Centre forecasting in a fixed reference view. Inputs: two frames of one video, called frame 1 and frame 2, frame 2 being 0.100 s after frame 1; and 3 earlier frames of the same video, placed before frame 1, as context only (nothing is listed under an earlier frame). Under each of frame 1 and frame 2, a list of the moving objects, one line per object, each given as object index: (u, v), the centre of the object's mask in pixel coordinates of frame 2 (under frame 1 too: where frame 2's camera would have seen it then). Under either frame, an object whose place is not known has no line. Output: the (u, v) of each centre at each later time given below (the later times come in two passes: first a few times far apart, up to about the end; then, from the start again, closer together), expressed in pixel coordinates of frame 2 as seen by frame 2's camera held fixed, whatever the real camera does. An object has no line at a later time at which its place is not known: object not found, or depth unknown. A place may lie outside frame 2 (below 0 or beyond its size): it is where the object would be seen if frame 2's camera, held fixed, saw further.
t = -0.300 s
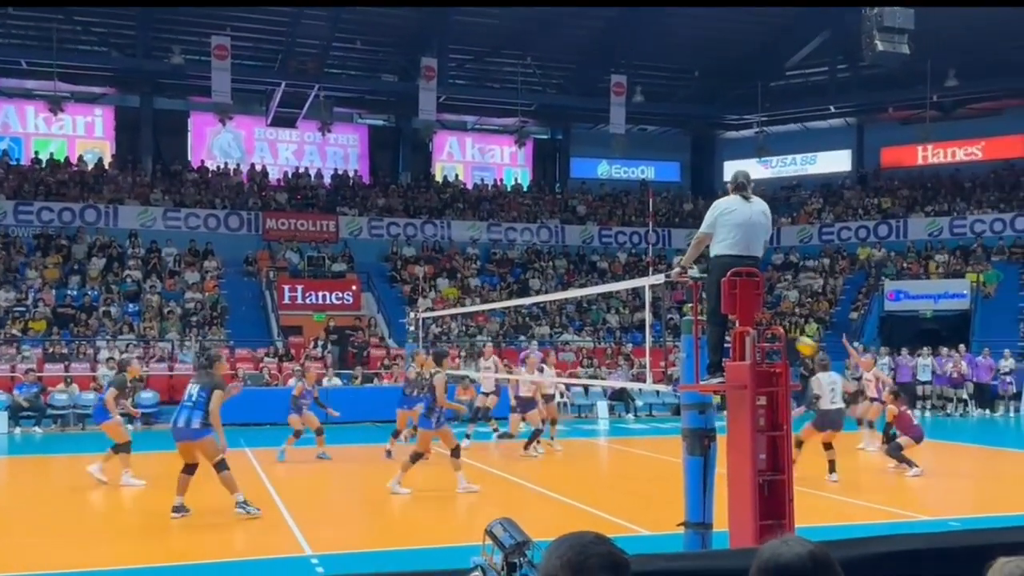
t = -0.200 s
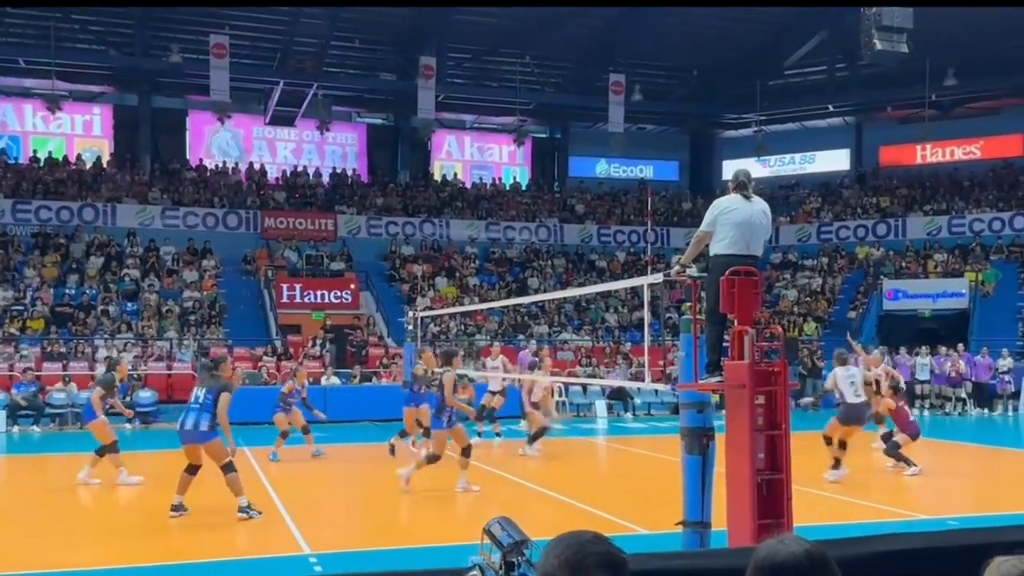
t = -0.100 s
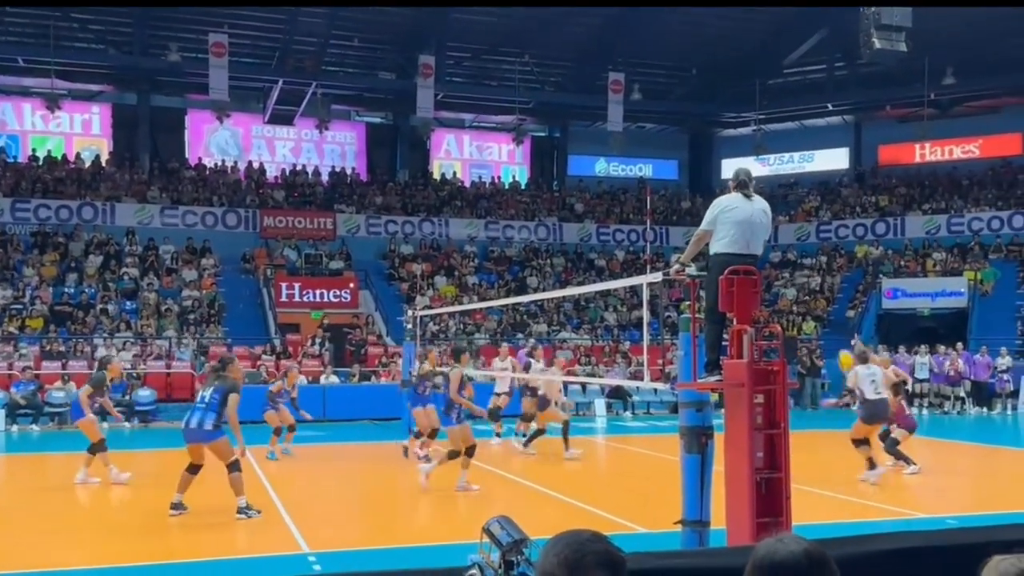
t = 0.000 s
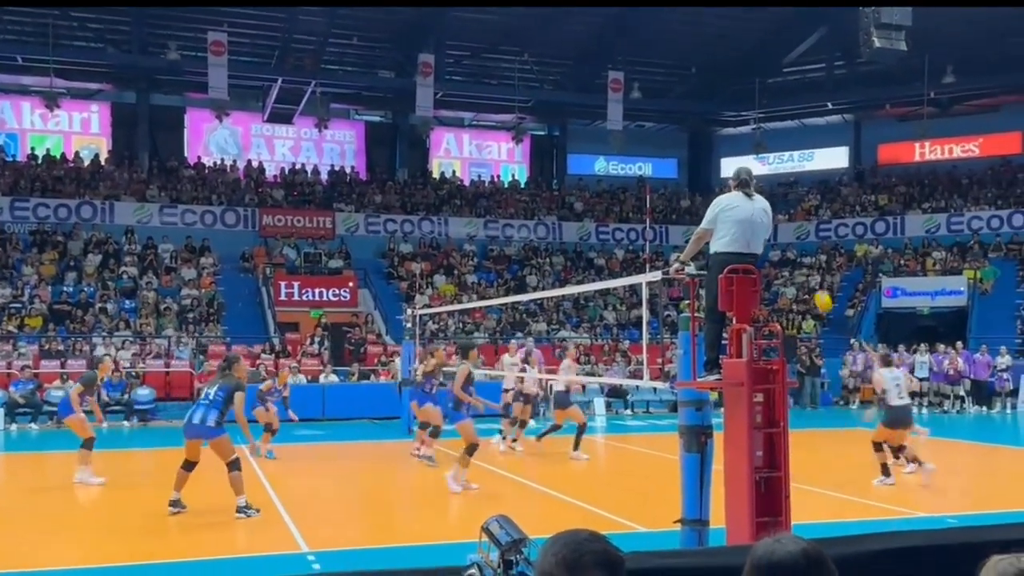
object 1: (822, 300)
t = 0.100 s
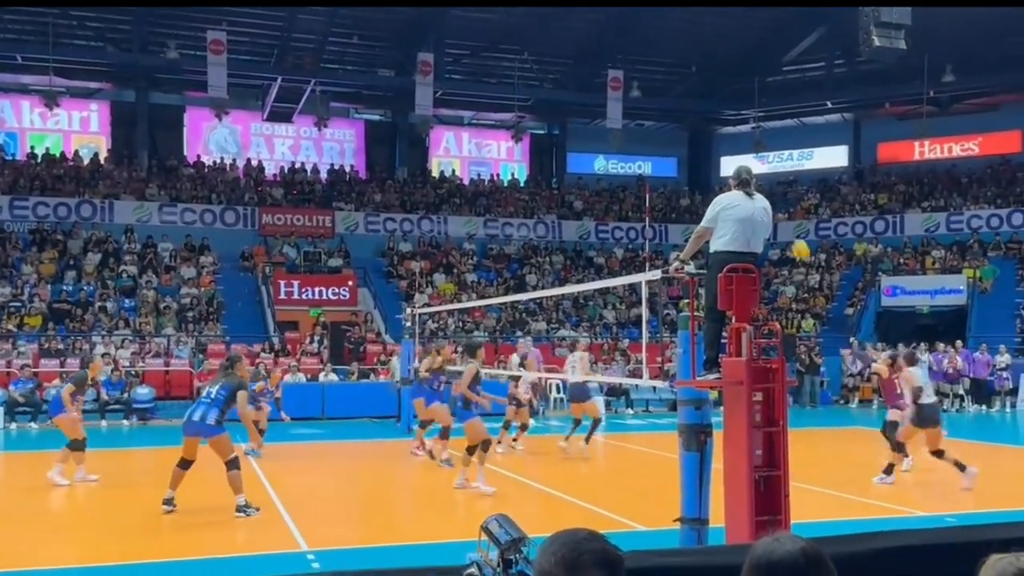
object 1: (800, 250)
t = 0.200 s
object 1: (779, 206)
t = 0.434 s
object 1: (732, 137)
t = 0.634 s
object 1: (693, 106)
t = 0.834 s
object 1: (654, 109)
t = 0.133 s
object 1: (794, 236)
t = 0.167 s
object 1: (786, 221)
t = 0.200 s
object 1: (779, 206)
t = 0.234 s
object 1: (772, 193)
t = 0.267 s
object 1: (764, 179)
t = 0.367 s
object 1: (744, 152)
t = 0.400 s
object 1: (738, 143)
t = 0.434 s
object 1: (732, 137)
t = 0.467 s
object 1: (725, 133)
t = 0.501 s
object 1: (718, 121)
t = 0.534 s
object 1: (712, 116)
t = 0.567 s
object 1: (705, 112)
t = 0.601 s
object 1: (699, 107)
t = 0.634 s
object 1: (693, 106)
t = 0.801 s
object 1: (661, 105)
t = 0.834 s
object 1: (654, 109)
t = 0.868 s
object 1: (647, 114)
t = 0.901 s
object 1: (640, 119)
